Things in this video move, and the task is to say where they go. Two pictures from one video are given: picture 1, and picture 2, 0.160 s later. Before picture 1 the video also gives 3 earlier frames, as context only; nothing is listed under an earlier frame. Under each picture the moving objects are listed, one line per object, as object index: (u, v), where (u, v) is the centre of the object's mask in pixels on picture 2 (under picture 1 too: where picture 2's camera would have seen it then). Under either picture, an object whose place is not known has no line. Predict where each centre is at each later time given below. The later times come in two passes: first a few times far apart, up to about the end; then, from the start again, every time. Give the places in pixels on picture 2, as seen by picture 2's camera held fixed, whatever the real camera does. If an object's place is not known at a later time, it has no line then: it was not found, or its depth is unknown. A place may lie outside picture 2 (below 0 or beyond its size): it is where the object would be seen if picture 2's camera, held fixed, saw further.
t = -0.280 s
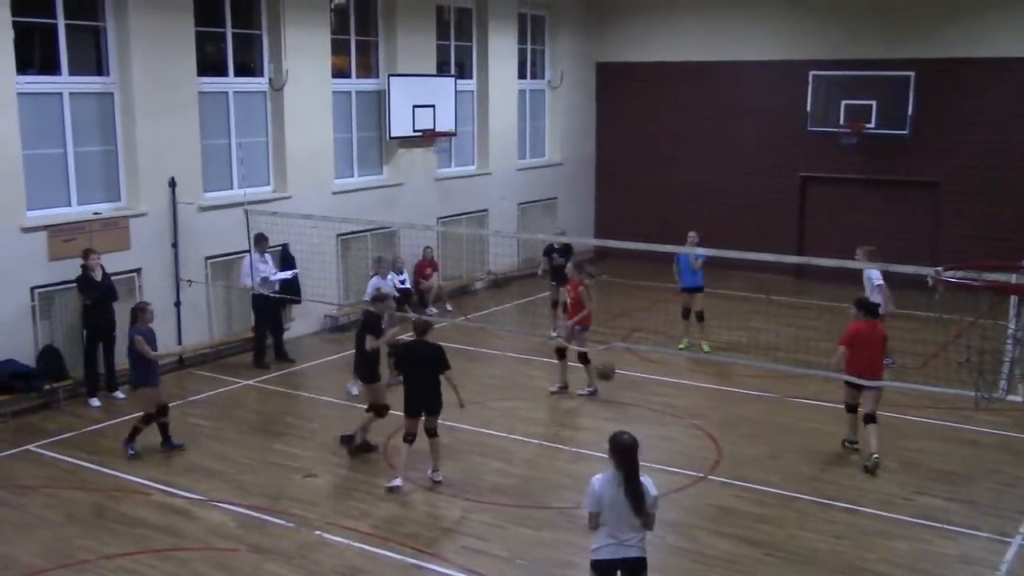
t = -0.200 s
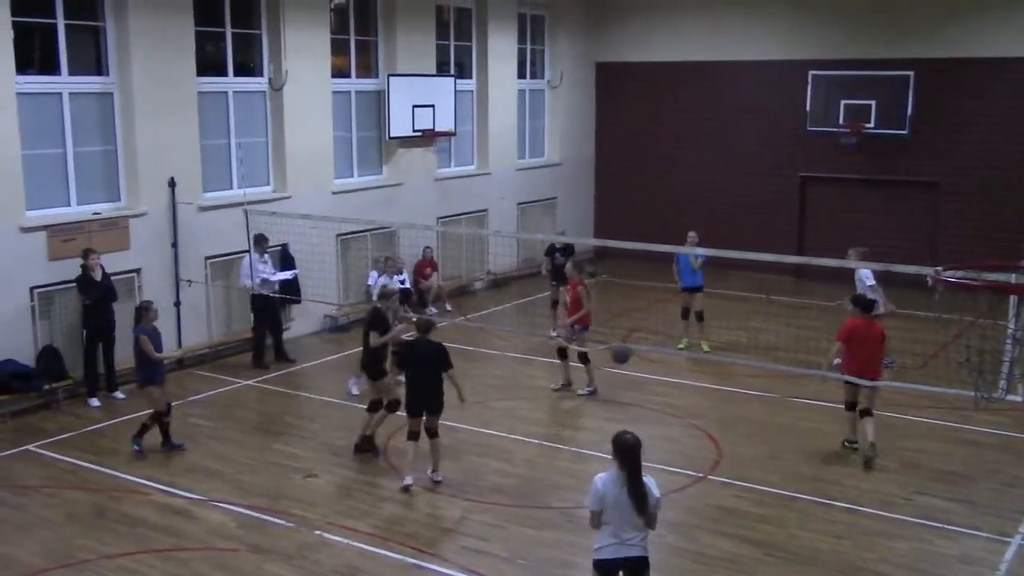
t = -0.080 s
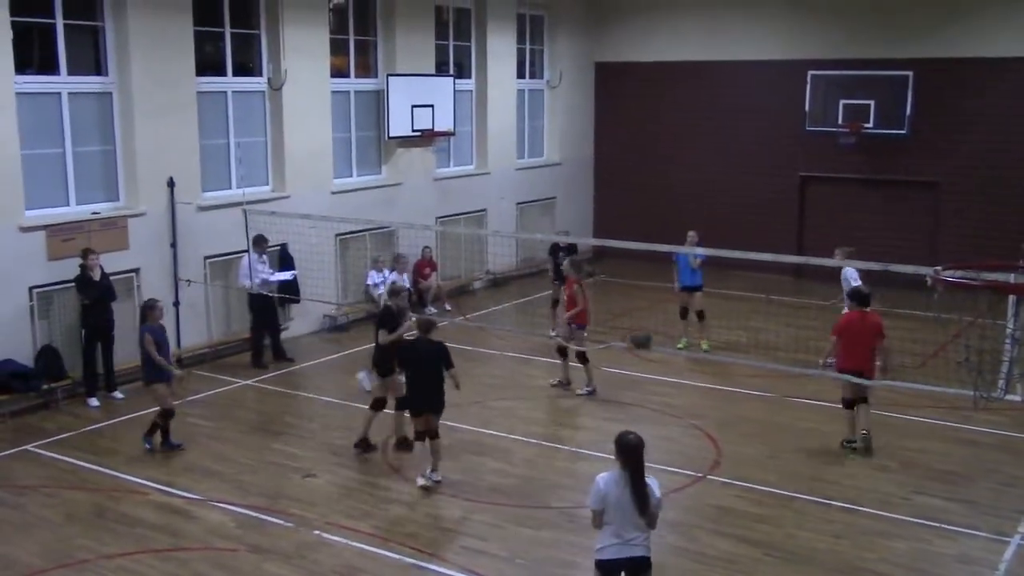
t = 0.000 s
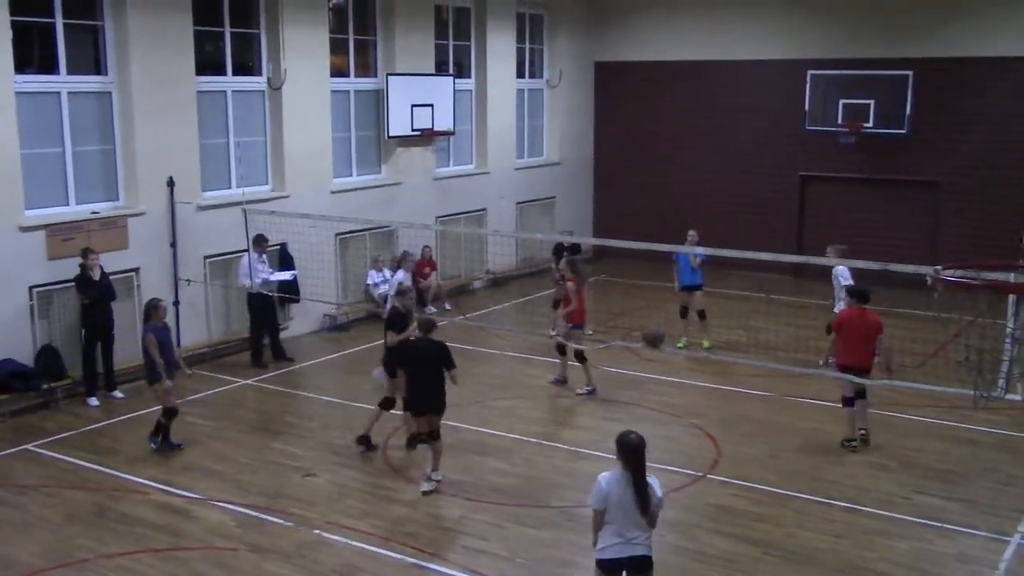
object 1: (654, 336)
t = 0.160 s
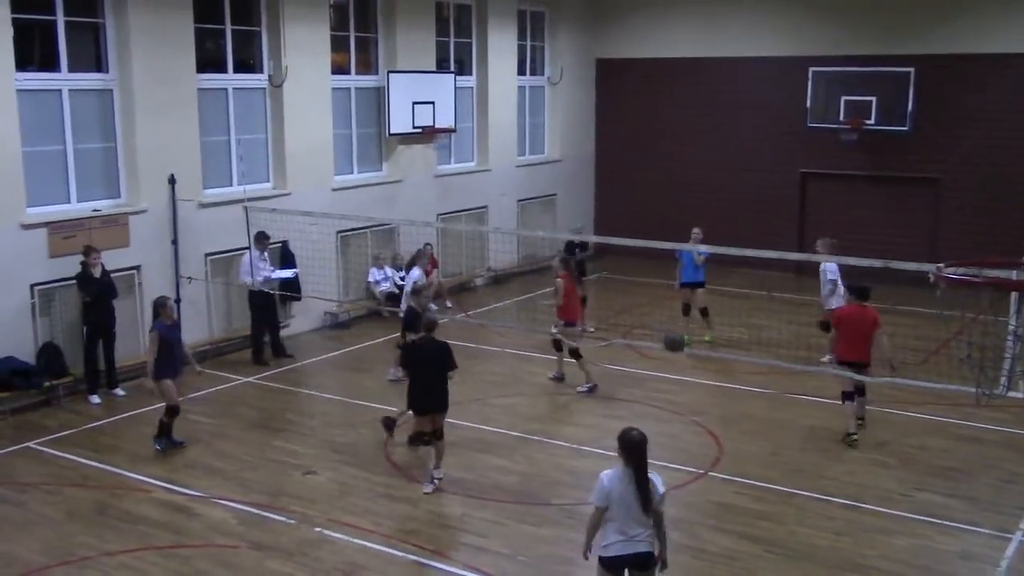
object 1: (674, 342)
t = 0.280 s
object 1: (684, 352)
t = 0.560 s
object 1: (704, 431)
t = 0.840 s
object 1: (732, 433)
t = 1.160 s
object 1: (765, 426)
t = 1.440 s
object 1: (793, 510)
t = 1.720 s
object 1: (828, 469)
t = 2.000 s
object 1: (861, 507)
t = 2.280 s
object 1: (897, 515)
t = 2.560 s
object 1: (933, 540)
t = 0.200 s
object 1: (677, 345)
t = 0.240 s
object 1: (681, 348)
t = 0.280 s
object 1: (684, 352)
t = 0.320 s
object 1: (687, 358)
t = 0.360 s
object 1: (689, 368)
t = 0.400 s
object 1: (693, 378)
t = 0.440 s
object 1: (696, 389)
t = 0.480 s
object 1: (699, 402)
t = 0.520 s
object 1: (702, 417)
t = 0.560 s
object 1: (704, 431)
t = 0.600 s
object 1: (708, 451)
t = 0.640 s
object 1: (710, 470)
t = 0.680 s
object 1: (712, 475)
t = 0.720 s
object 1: (718, 462)
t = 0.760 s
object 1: (722, 451)
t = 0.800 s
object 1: (727, 442)
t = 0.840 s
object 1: (732, 433)
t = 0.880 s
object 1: (736, 427)
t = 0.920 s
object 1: (740, 421)
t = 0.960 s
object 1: (744, 418)
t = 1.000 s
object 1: (748, 416)
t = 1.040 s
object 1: (753, 416)
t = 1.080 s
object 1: (757, 418)
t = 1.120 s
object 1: (761, 421)
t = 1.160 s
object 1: (765, 426)
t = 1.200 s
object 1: (769, 432)
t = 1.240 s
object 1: (775, 441)
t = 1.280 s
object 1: (778, 451)
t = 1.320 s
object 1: (781, 463)
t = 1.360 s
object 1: (786, 476)
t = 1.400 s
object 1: (789, 493)
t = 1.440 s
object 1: (793, 510)
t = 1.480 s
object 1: (797, 506)
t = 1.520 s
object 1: (803, 495)
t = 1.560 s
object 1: (809, 487)
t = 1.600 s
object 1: (814, 481)
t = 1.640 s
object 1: (819, 474)
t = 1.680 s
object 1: (823, 471)
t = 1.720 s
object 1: (828, 469)
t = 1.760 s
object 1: (833, 469)
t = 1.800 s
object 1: (838, 471)
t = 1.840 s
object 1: (843, 475)
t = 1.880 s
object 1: (847, 480)
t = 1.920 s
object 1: (851, 487)
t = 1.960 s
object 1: (856, 496)
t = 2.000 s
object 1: (861, 507)
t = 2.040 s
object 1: (865, 520)
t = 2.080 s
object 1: (869, 534)
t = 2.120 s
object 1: (873, 544)
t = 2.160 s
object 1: (879, 533)
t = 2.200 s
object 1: (886, 524)
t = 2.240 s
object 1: (892, 519)
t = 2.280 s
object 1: (897, 515)
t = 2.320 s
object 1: (902, 513)
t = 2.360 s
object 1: (908, 513)
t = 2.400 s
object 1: (913, 515)
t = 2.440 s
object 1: (918, 518)
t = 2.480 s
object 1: (923, 523)
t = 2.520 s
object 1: (928, 530)
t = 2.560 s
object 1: (933, 540)
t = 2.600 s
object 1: (938, 552)
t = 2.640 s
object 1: (943, 566)
